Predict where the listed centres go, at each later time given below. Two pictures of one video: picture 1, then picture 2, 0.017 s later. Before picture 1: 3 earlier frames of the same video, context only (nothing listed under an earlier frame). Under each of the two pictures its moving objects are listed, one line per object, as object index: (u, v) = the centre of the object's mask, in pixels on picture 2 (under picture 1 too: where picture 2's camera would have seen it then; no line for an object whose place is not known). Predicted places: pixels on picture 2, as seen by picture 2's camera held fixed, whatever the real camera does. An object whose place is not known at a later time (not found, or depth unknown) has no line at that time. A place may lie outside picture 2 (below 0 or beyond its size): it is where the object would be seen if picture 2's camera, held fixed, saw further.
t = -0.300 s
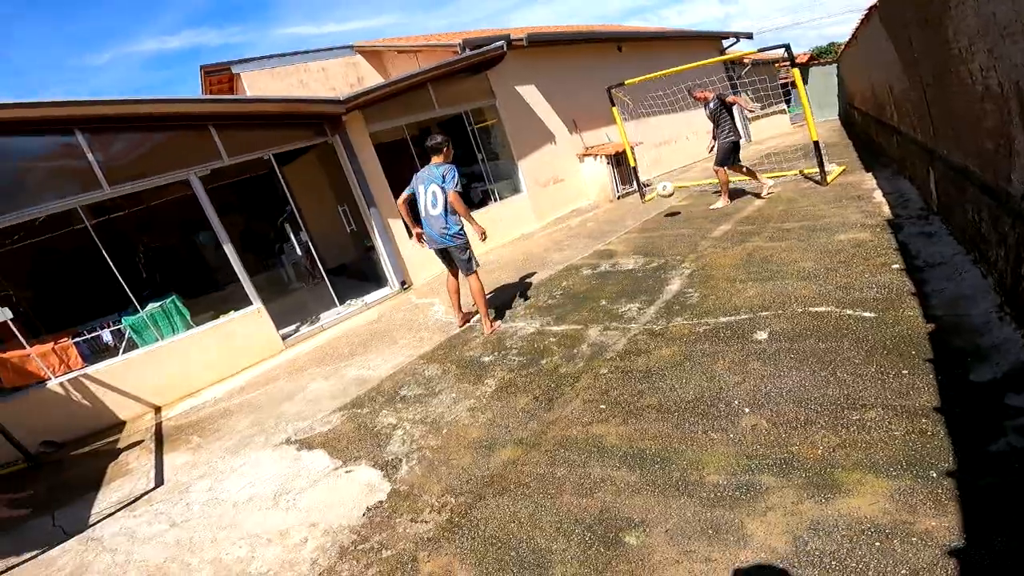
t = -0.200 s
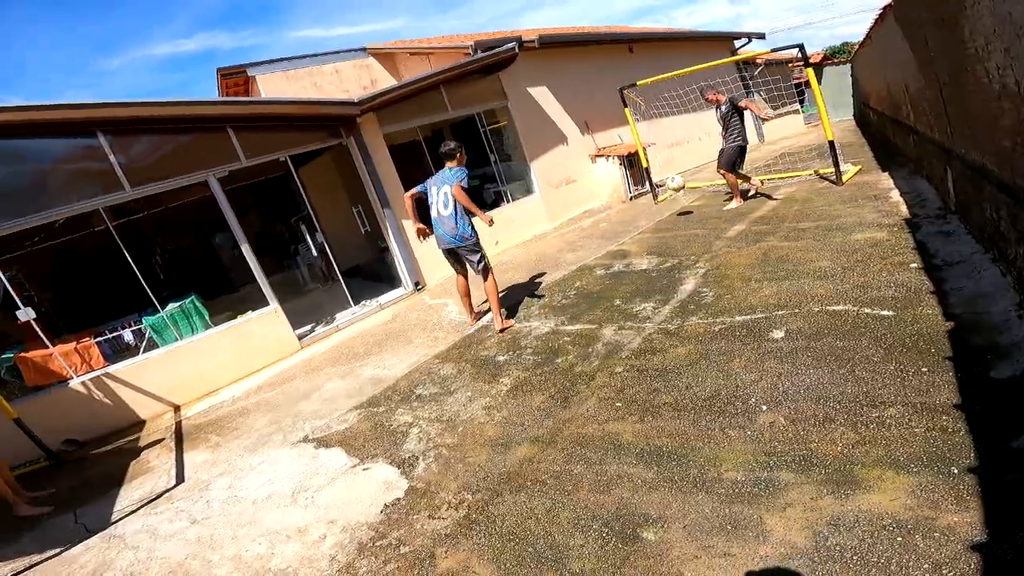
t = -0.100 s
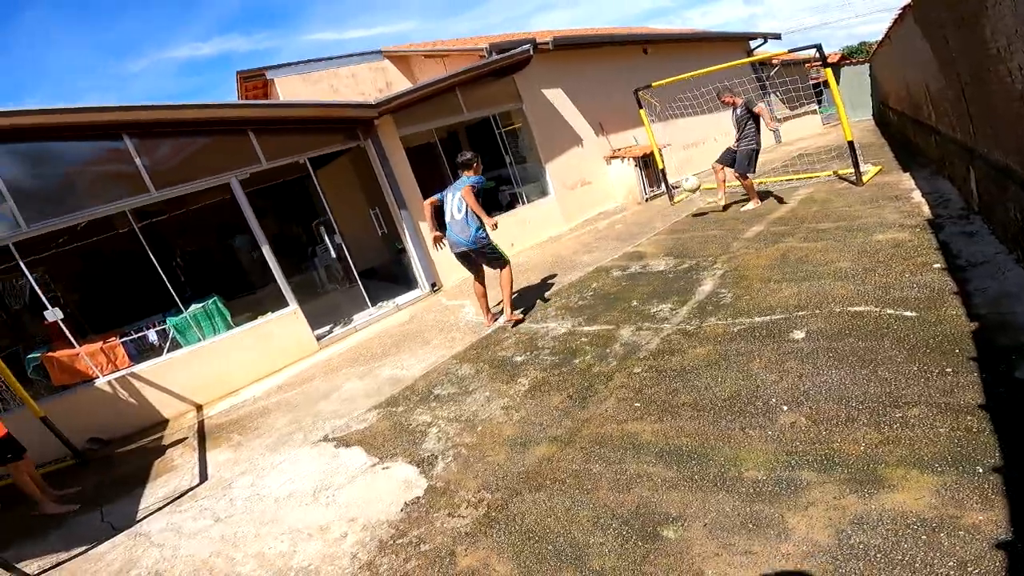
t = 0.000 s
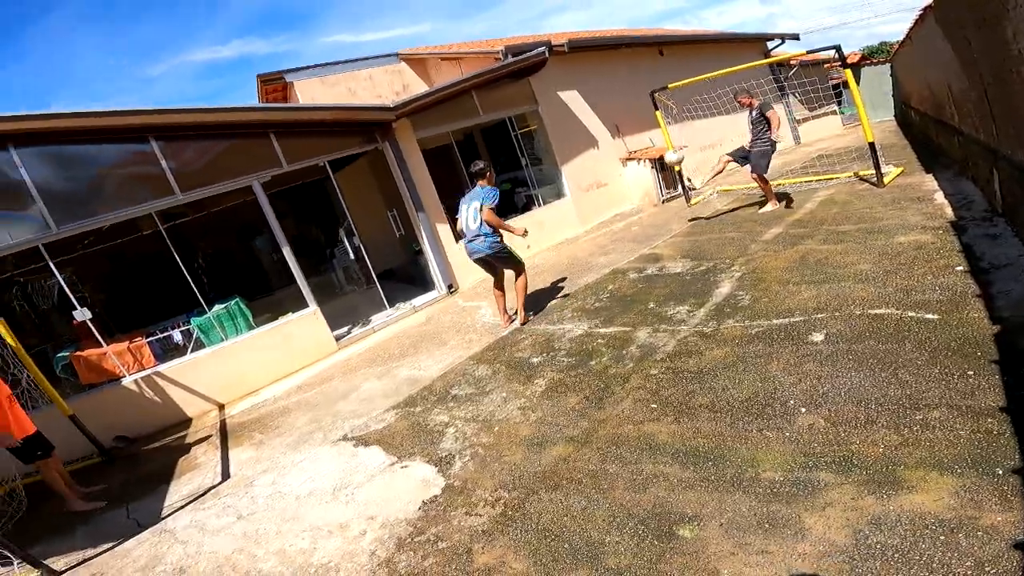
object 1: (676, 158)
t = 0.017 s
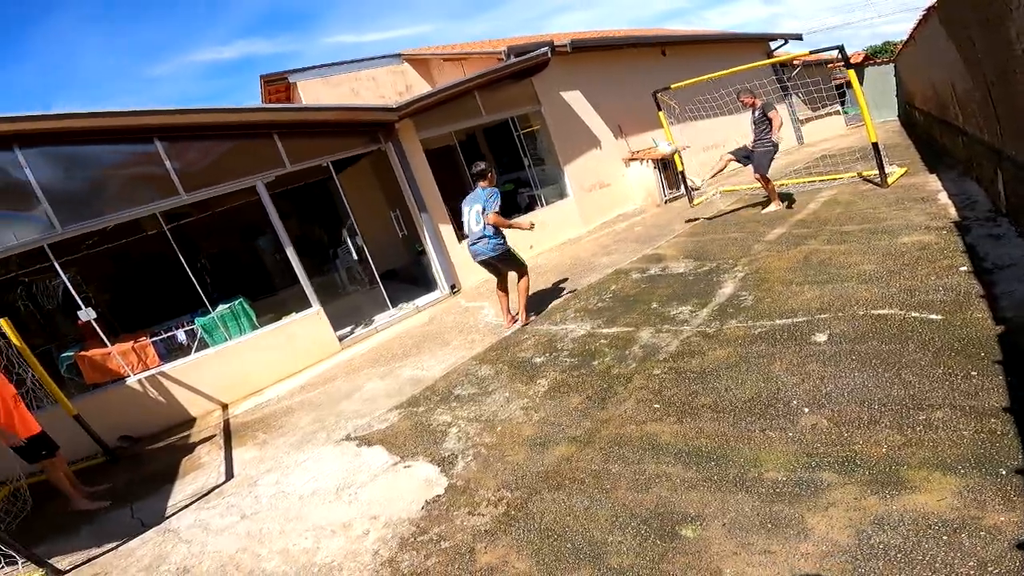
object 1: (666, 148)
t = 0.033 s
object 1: (656, 141)
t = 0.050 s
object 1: (647, 133)
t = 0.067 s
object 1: (636, 124)
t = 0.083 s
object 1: (625, 117)
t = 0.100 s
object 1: (615, 109)
